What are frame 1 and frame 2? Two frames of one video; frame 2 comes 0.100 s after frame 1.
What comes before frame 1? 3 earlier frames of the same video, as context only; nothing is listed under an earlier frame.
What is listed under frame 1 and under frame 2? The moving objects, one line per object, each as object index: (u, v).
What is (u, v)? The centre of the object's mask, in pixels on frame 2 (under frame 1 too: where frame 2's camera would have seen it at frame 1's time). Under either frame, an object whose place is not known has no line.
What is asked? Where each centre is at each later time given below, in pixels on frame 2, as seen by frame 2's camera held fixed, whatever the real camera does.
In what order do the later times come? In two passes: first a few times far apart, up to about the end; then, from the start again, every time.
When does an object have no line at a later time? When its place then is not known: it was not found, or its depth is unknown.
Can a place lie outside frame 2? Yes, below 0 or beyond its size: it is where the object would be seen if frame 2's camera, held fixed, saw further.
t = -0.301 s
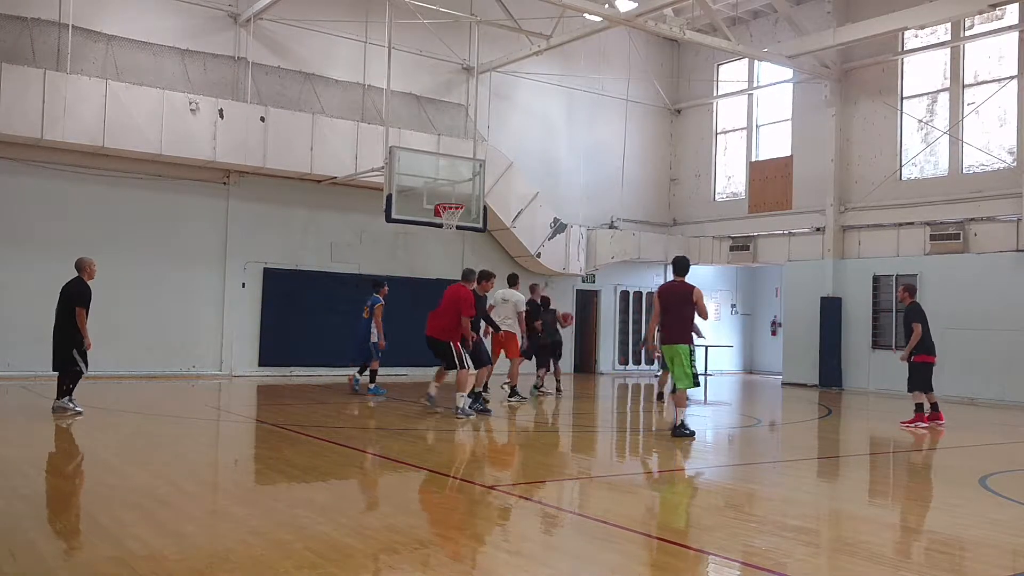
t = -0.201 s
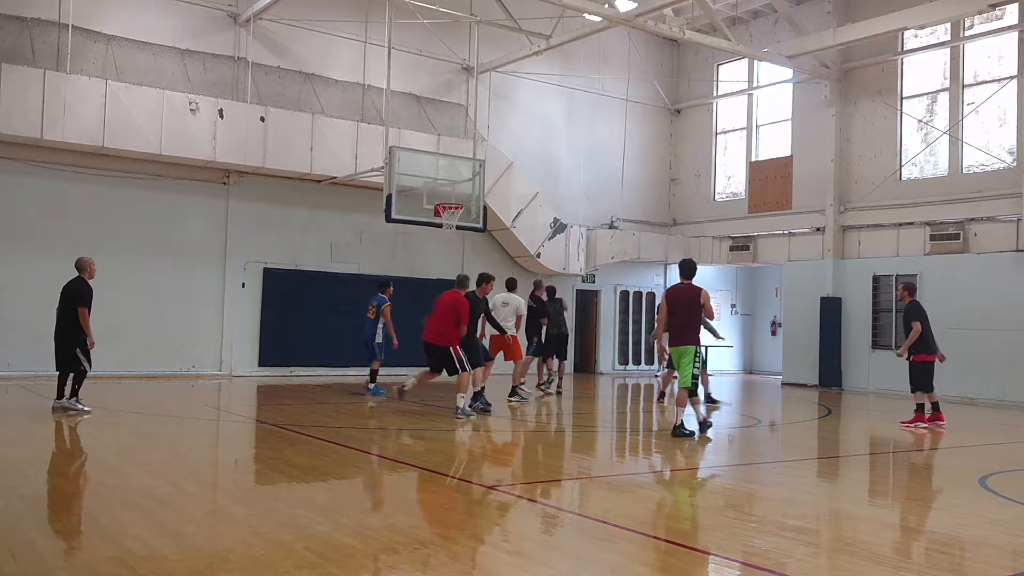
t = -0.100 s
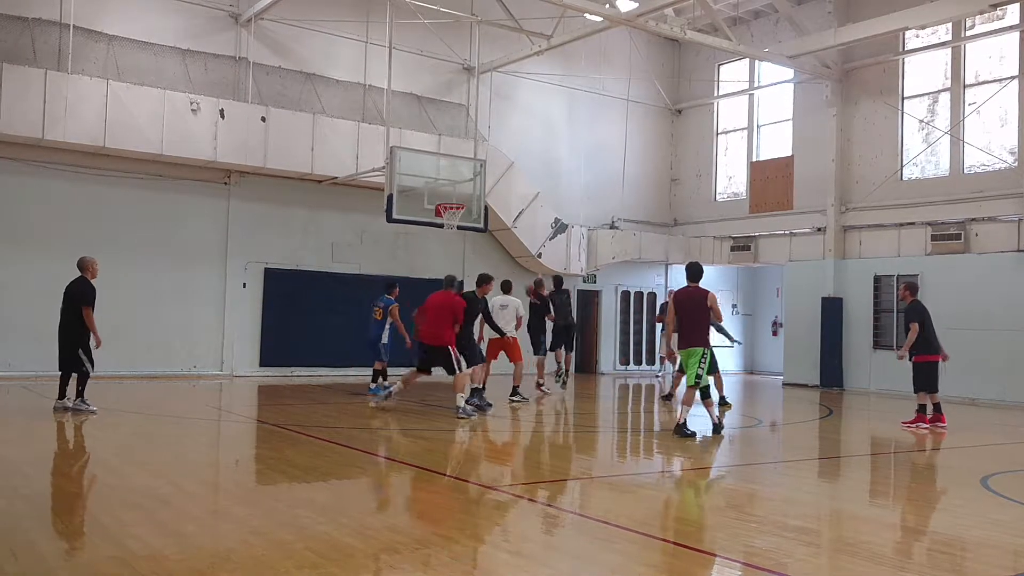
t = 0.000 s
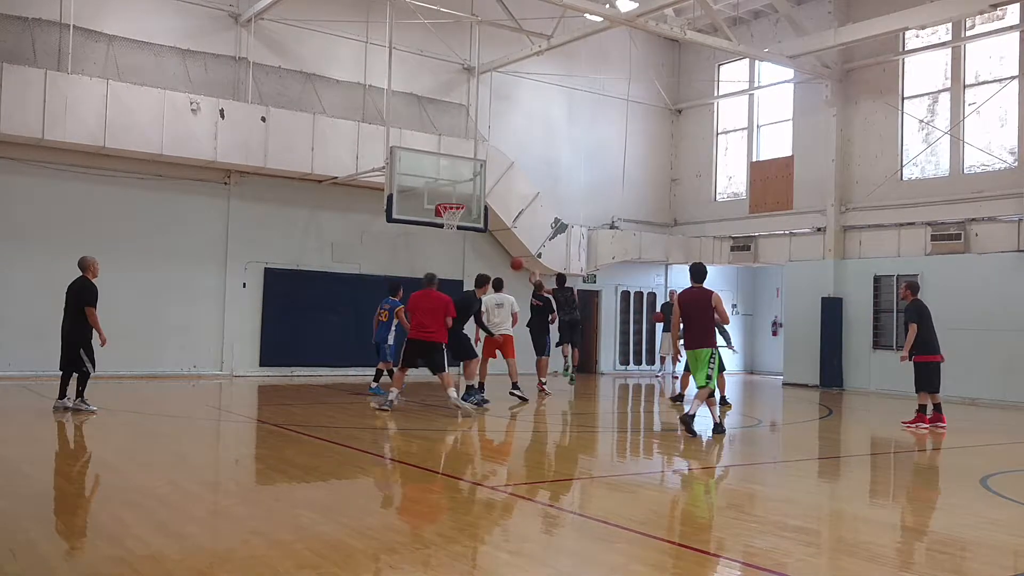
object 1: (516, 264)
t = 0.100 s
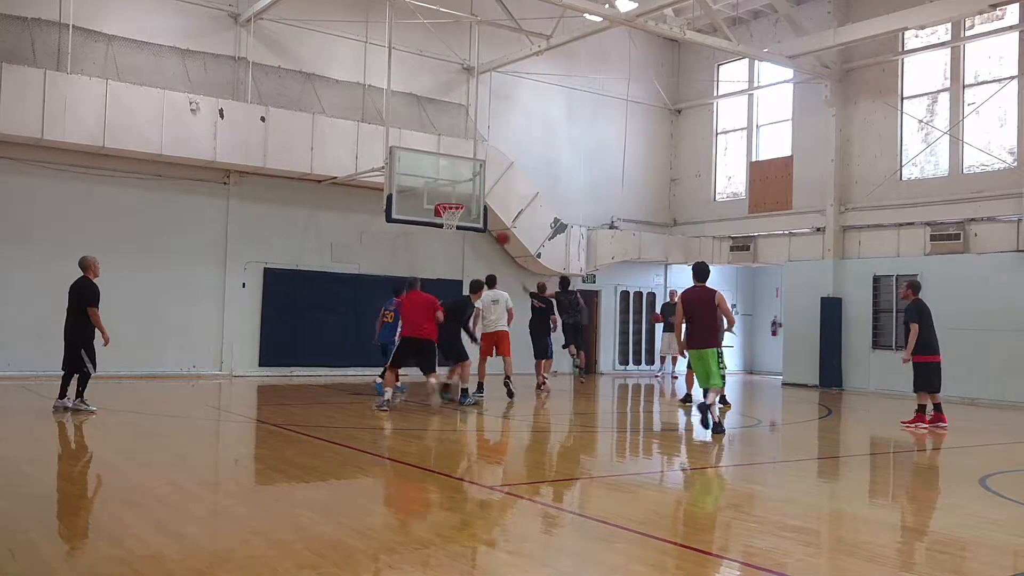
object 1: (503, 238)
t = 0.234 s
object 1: (485, 210)
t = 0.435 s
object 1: (457, 188)
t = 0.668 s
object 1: (450, 180)
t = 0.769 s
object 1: (447, 186)
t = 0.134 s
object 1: (498, 230)
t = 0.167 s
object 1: (494, 224)
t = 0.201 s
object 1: (490, 215)
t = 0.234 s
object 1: (485, 210)
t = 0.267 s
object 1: (481, 204)
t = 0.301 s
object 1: (476, 200)
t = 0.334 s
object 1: (471, 196)
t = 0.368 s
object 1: (467, 193)
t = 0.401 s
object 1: (462, 190)
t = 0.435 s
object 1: (457, 188)
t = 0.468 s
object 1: (454, 186)
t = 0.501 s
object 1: (454, 183)
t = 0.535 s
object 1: (453, 181)
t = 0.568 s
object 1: (452, 180)
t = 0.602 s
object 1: (451, 179)
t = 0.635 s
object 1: (451, 179)
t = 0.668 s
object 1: (450, 180)
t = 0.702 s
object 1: (449, 182)
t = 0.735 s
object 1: (448, 184)
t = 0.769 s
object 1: (447, 186)
